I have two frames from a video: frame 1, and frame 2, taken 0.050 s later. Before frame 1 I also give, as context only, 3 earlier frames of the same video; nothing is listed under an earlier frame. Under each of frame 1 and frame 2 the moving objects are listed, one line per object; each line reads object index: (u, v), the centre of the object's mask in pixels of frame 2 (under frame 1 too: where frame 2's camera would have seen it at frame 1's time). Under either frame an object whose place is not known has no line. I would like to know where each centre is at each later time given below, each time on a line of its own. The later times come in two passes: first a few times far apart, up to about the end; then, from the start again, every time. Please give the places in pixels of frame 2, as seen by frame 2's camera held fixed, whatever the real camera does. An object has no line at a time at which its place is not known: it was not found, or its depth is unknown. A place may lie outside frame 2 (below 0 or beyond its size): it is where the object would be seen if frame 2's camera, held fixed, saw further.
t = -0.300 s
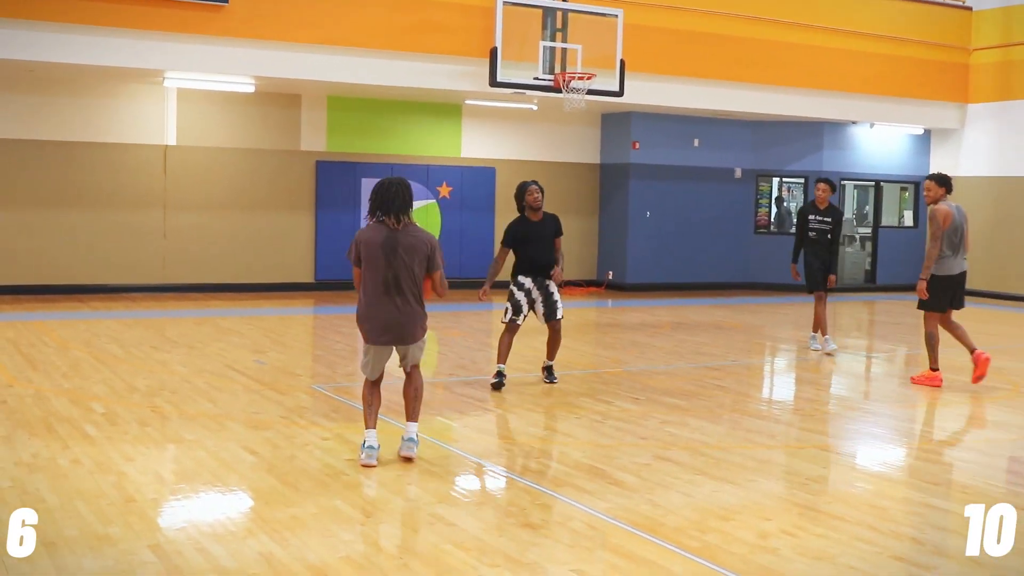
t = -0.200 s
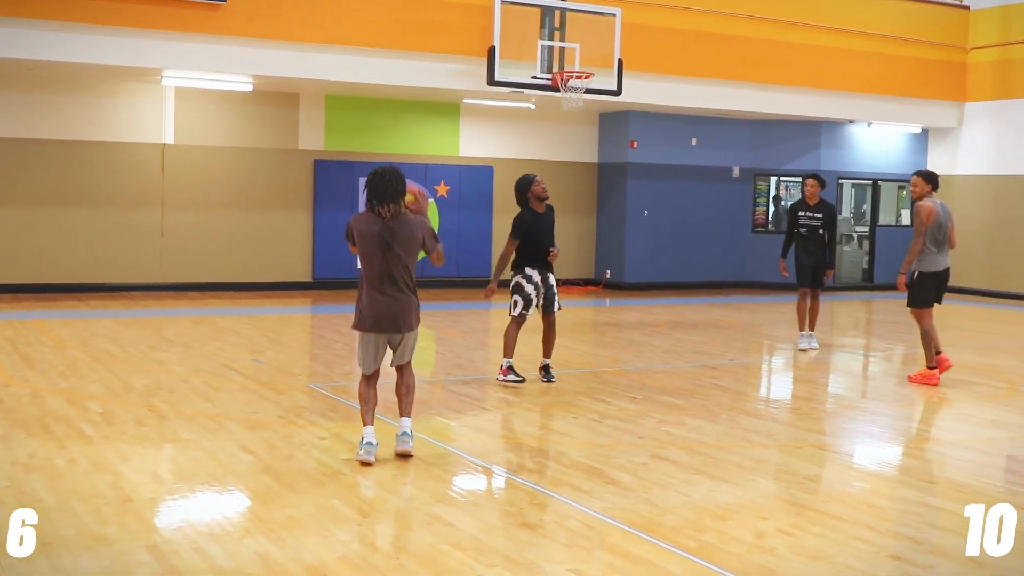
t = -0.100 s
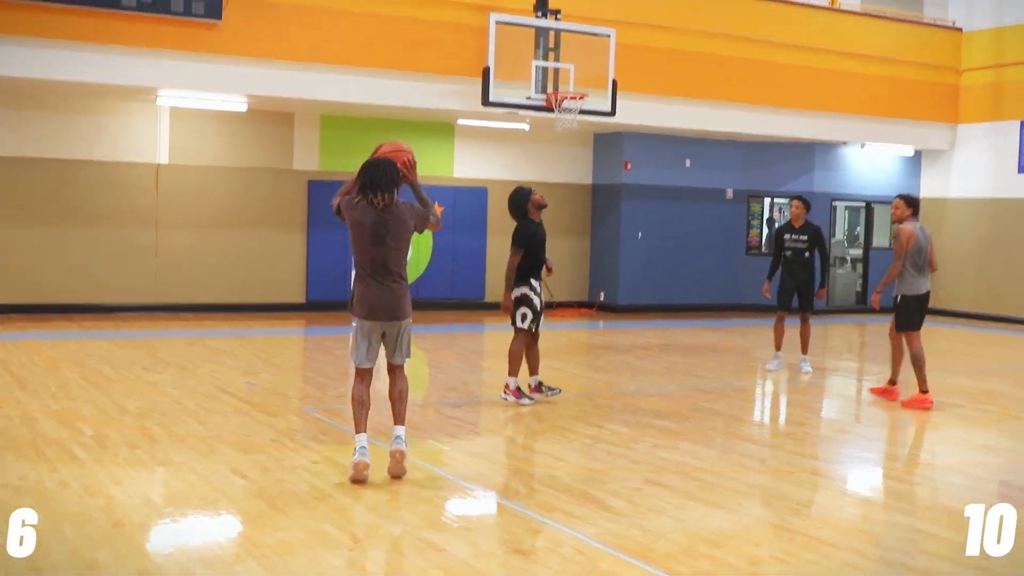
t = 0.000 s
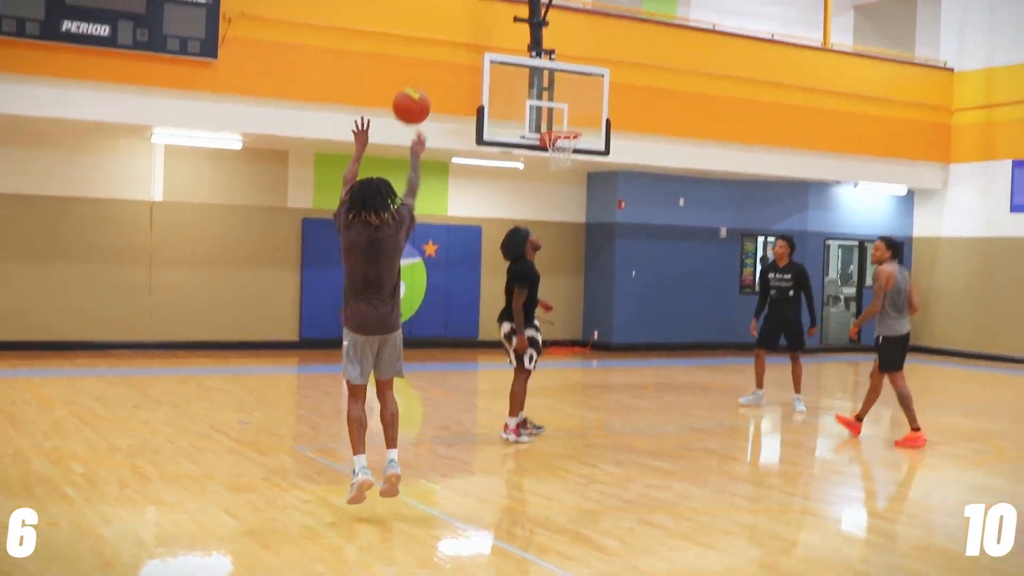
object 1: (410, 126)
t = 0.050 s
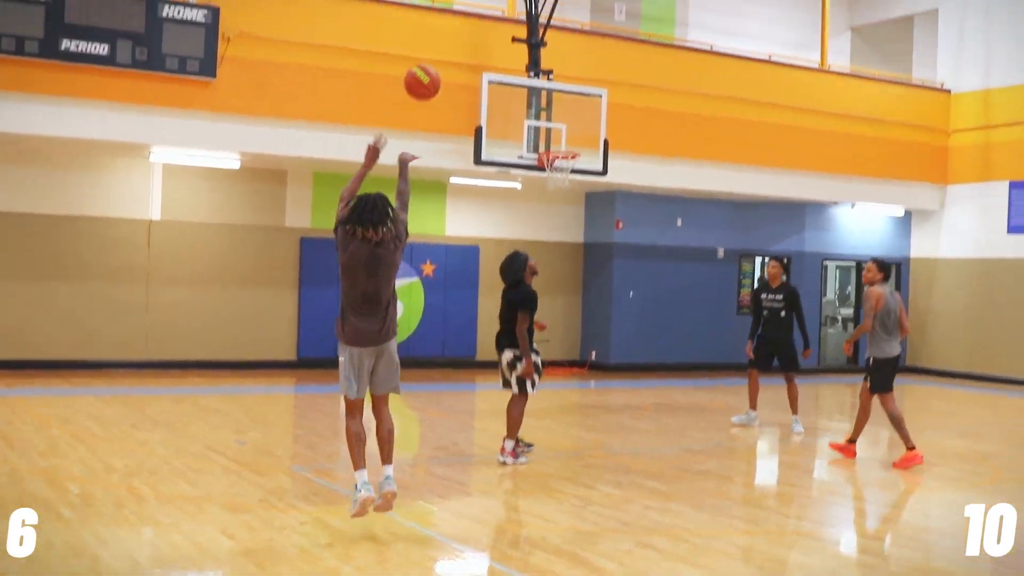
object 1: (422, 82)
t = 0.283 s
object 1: (468, -43)
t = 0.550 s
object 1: (504, -73)
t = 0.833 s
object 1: (527, -23)
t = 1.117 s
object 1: (540, 81)
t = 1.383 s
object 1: (568, 111)
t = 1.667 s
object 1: (617, 74)
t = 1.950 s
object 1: (659, 100)
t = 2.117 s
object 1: (681, 143)
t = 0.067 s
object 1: (426, 69)
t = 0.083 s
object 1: (430, 57)
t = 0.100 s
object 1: (434, 45)
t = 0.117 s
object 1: (437, 34)
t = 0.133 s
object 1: (441, 23)
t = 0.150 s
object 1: (444, 14)
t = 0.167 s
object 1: (447, 5)
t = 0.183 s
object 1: (451, -3)
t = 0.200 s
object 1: (454, -12)
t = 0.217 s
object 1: (457, -19)
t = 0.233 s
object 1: (459, -26)
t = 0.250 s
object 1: (462, -32)
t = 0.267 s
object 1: (465, -38)
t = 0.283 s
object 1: (468, -43)
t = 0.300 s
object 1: (471, -48)
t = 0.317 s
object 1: (473, -52)
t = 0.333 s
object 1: (476, -56)
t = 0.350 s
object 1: (478, -60)
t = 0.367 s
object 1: (480, -63)
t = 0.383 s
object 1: (483, -66)
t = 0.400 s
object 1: (485, -68)
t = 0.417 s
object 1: (487, -70)
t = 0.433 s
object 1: (490, -72)
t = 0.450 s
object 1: (492, -73)
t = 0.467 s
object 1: (494, -74)
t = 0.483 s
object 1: (496, -74)
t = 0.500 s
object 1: (498, -75)
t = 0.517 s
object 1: (499, -74)
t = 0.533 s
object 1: (501, -74)
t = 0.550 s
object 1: (504, -73)
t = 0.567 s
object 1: (505, -72)
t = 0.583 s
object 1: (507, -71)
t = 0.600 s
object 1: (509, -69)
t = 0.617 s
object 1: (510, -67)
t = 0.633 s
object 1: (512, -65)
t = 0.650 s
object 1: (513, -63)
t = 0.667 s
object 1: (515, -60)
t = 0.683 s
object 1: (516, -58)
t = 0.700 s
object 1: (518, -55)
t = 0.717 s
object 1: (519, -52)
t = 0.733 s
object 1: (520, -48)
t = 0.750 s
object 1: (522, -45)
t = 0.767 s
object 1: (523, -41)
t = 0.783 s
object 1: (524, -36)
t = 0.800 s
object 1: (526, -32)
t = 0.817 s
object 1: (526, -28)
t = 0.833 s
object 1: (527, -23)
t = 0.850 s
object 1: (528, -18)
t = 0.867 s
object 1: (528, -13)
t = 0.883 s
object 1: (530, -8)
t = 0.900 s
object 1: (530, -3)
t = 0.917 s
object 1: (531, 3)
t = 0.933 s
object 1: (531, 10)
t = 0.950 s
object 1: (532, 16)
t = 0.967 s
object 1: (533, 22)
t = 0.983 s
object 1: (533, 27)
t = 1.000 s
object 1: (534, 34)
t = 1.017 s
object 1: (535, 40)
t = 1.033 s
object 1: (536, 47)
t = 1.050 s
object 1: (536, 53)
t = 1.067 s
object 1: (537, 61)
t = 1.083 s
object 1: (537, 68)
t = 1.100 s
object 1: (539, 74)
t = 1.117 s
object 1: (540, 81)
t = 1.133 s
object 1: (540, 90)
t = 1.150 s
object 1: (541, 98)
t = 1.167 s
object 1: (541, 105)
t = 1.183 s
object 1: (542, 113)
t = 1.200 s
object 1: (543, 120)
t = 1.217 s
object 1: (543, 129)
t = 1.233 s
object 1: (544, 138)
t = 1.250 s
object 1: (545, 146)
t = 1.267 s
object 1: (546, 146)
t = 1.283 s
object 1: (549, 139)
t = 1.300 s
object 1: (552, 135)
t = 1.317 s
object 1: (555, 129)
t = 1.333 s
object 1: (559, 125)
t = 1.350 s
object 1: (562, 120)
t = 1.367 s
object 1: (565, 115)
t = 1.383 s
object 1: (568, 111)
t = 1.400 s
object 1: (571, 107)
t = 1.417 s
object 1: (574, 103)
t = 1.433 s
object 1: (577, 100)
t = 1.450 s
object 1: (580, 97)
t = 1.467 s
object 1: (583, 93)
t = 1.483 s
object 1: (586, 90)
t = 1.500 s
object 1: (589, 89)
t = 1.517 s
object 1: (591, 86)
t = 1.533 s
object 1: (594, 84)
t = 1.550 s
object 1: (597, 82)
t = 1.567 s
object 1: (600, 80)
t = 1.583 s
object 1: (603, 78)
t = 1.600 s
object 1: (605, 77)
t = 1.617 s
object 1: (608, 76)
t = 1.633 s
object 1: (611, 75)
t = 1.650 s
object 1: (614, 74)
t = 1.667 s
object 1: (617, 74)
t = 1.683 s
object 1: (619, 74)
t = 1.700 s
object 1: (621, 74)
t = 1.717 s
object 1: (624, 74)
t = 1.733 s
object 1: (626, 75)
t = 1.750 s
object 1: (628, 75)
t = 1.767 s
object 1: (631, 76)
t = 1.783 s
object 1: (634, 77)
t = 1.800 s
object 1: (636, 79)
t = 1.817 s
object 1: (639, 81)
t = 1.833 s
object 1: (642, 82)
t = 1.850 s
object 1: (644, 84)
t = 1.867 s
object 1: (647, 86)
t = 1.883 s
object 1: (649, 88)
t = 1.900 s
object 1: (652, 91)
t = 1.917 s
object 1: (654, 94)
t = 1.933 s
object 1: (656, 97)
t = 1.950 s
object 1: (659, 100)
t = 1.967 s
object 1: (661, 103)
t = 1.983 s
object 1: (663, 107)
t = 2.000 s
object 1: (665, 110)
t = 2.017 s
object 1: (668, 114)
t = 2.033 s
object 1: (670, 119)
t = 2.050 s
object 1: (673, 123)
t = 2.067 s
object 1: (674, 128)
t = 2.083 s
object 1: (677, 132)
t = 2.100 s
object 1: (679, 137)
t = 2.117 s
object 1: (681, 143)
